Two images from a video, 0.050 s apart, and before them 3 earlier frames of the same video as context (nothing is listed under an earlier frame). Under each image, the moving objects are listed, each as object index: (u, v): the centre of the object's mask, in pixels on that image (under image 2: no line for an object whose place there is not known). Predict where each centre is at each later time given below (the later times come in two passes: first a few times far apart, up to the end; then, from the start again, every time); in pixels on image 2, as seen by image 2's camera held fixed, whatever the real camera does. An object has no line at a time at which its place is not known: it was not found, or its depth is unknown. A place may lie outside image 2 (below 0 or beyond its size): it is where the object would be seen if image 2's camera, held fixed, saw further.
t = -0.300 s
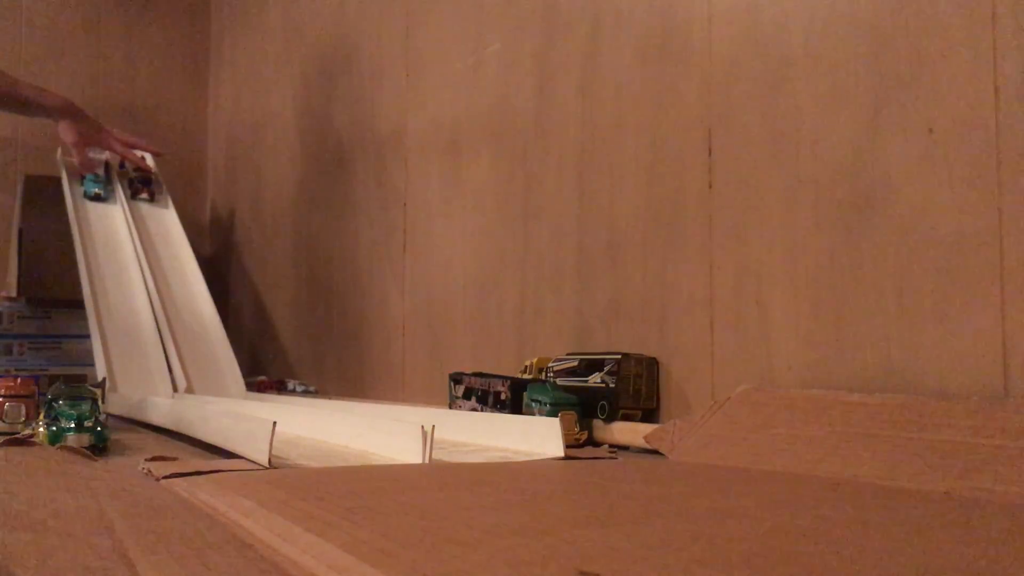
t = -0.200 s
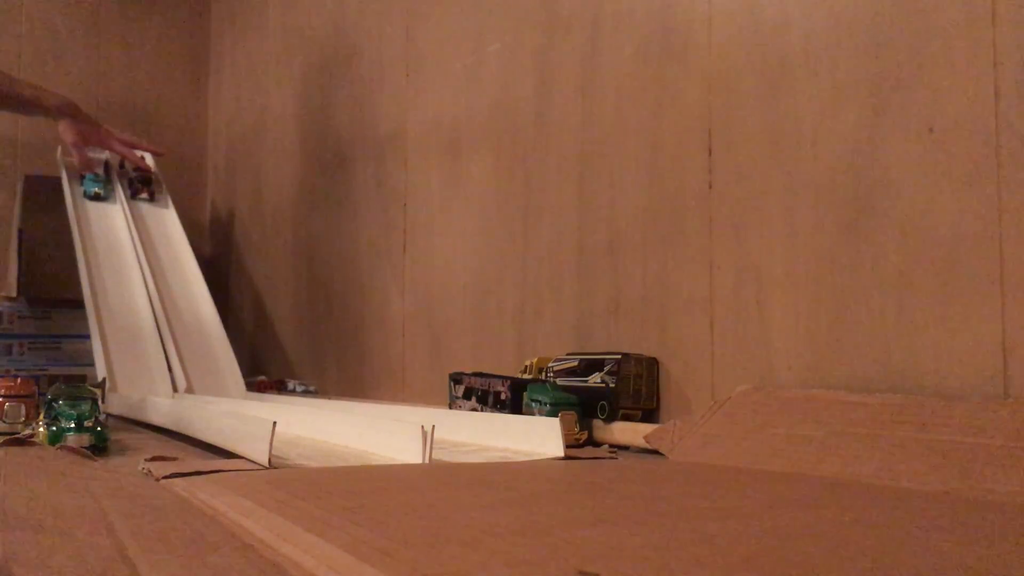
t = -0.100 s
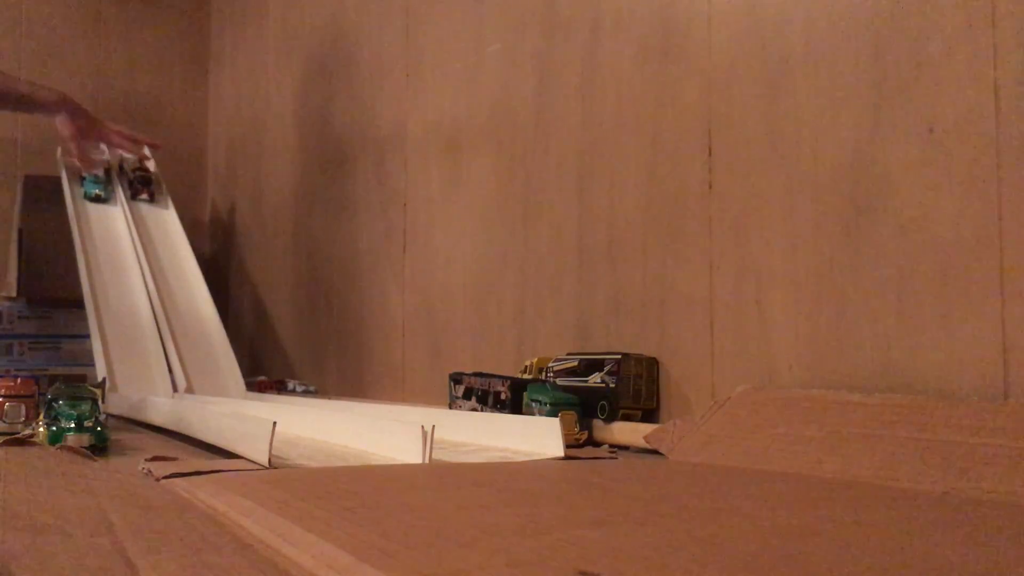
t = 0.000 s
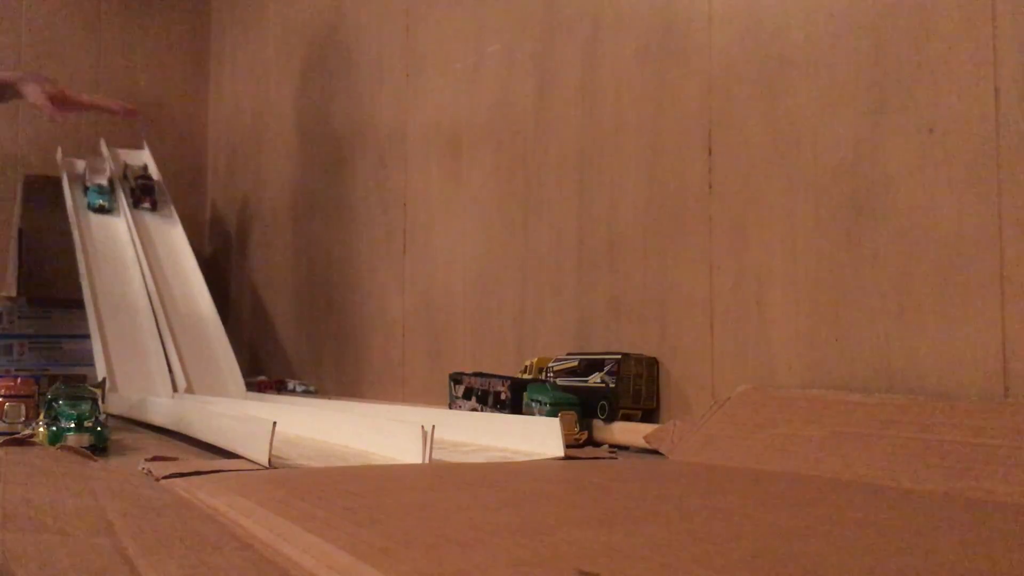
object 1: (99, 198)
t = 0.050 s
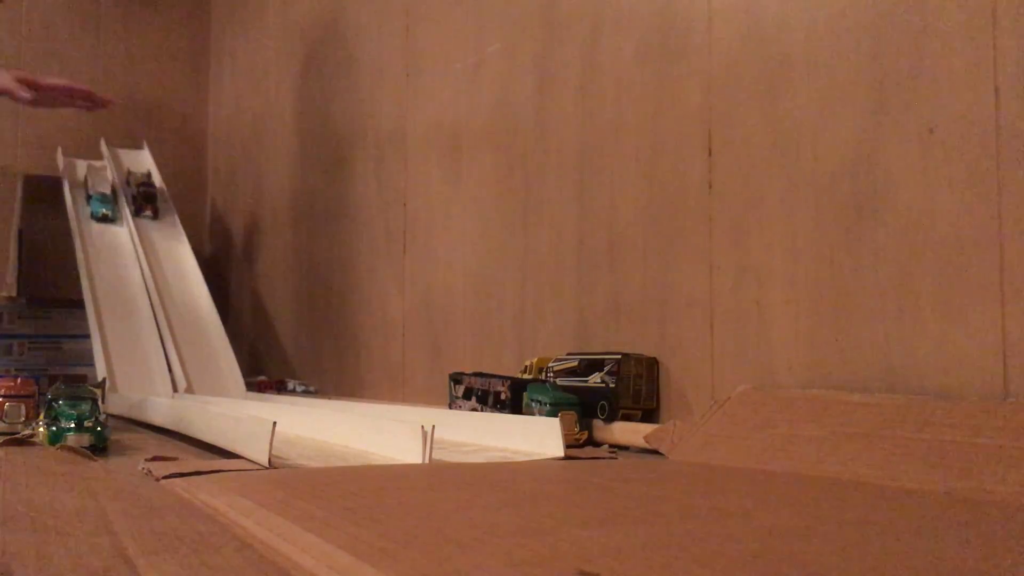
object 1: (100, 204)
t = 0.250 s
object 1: (123, 272)
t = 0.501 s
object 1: (162, 389)
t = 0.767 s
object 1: (260, 403)
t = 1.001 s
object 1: (563, 486)
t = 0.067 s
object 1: (102, 207)
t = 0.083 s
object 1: (103, 211)
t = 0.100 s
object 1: (105, 215)
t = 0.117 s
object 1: (106, 220)
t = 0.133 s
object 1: (108, 225)
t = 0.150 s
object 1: (109, 230)
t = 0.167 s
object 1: (112, 236)
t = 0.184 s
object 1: (113, 242)
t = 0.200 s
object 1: (116, 248)
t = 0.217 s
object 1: (118, 255)
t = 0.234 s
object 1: (121, 264)
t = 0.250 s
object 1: (123, 272)
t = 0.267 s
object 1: (126, 281)
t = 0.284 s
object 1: (128, 291)
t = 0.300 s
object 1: (130, 301)
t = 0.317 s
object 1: (133, 312)
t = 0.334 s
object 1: (136, 325)
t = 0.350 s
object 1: (140, 338)
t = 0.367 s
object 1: (143, 353)
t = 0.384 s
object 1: (146, 367)
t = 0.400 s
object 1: (148, 373)
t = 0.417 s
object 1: (150, 378)
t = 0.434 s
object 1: (152, 383)
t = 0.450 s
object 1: (154, 387)
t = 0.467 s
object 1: (158, 390)
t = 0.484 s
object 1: (162, 389)
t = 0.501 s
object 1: (162, 389)
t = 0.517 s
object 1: (163, 389)
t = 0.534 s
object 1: (163, 390)
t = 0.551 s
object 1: (164, 389)
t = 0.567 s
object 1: (166, 390)
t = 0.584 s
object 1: (168, 389)
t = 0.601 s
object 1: (170, 389)
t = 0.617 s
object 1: (176, 390)
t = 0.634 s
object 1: (182, 391)
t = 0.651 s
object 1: (190, 391)
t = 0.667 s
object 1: (197, 392)
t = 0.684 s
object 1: (208, 394)
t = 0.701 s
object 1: (216, 394)
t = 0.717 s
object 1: (226, 395)
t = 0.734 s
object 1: (238, 397)
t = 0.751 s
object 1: (249, 400)
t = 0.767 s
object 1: (260, 403)
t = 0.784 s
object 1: (284, 421)
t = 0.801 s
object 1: (296, 427)
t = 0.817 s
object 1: (308, 431)
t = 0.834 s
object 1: (320, 431)
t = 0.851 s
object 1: (337, 426)
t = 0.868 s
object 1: (356, 427)
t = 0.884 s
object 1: (378, 435)
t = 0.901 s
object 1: (399, 442)
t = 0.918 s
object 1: (399, 441)
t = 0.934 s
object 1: (436, 455)
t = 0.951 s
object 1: (454, 450)
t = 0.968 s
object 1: (487, 459)
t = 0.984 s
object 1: (528, 479)
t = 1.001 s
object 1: (563, 486)
